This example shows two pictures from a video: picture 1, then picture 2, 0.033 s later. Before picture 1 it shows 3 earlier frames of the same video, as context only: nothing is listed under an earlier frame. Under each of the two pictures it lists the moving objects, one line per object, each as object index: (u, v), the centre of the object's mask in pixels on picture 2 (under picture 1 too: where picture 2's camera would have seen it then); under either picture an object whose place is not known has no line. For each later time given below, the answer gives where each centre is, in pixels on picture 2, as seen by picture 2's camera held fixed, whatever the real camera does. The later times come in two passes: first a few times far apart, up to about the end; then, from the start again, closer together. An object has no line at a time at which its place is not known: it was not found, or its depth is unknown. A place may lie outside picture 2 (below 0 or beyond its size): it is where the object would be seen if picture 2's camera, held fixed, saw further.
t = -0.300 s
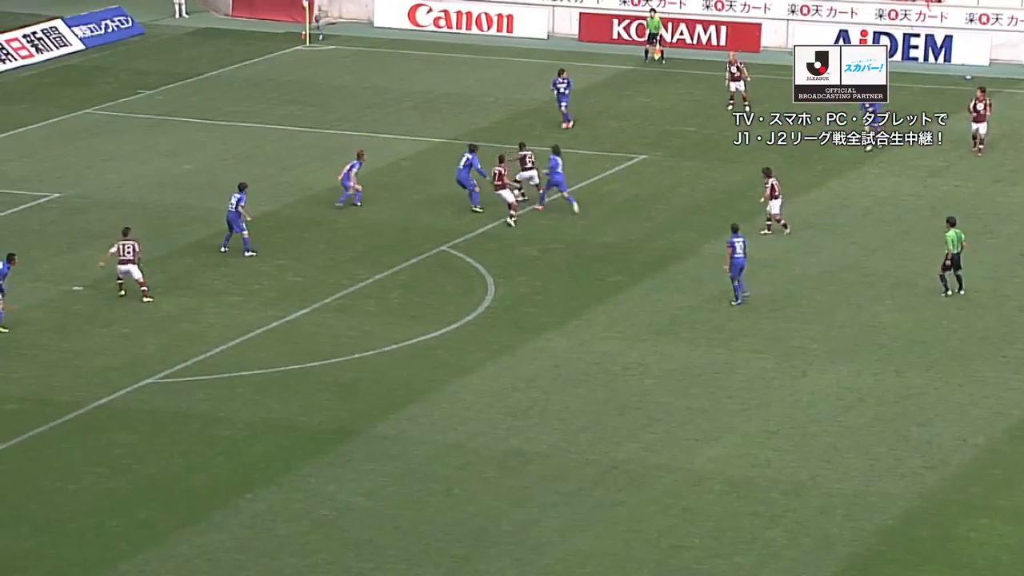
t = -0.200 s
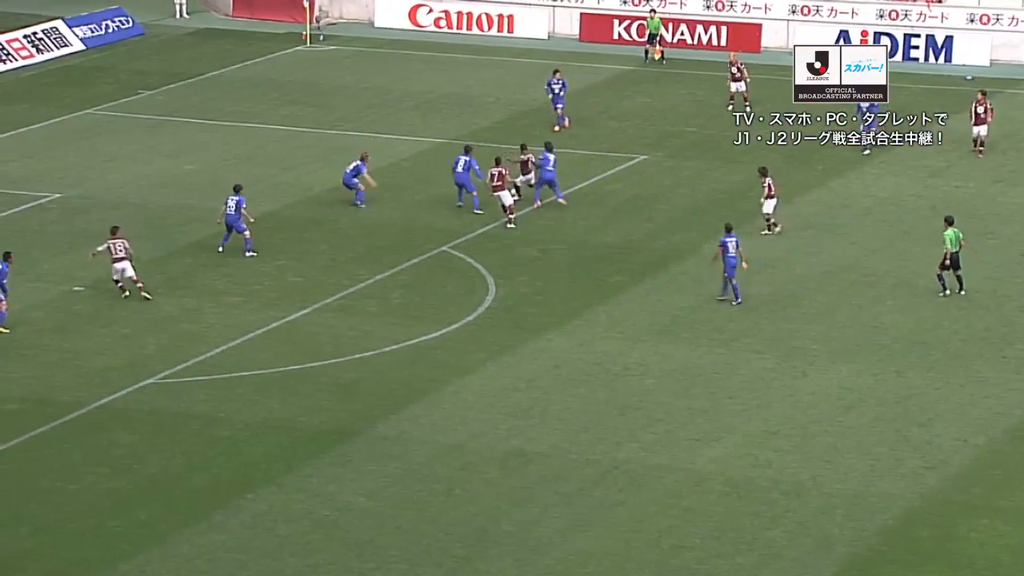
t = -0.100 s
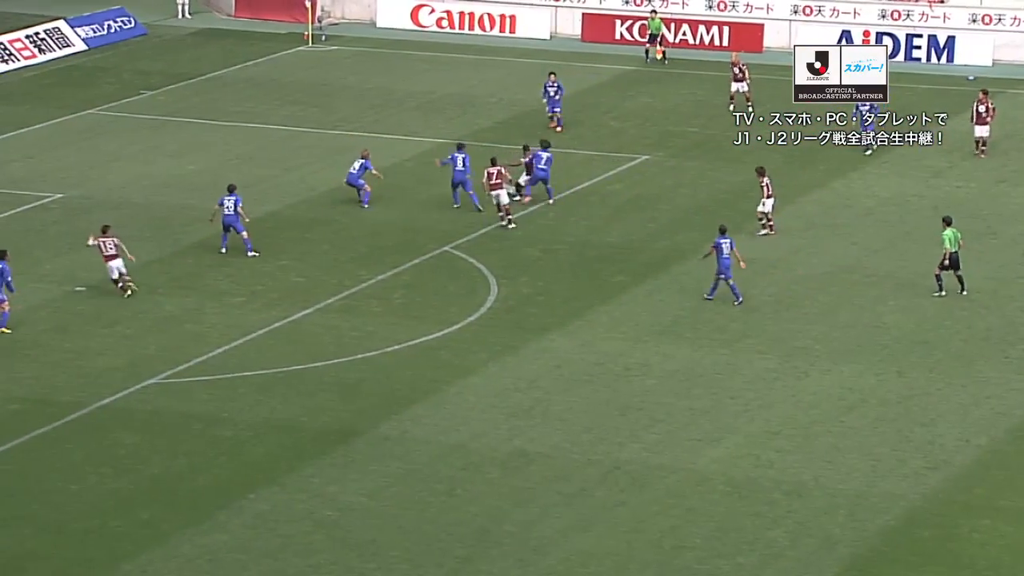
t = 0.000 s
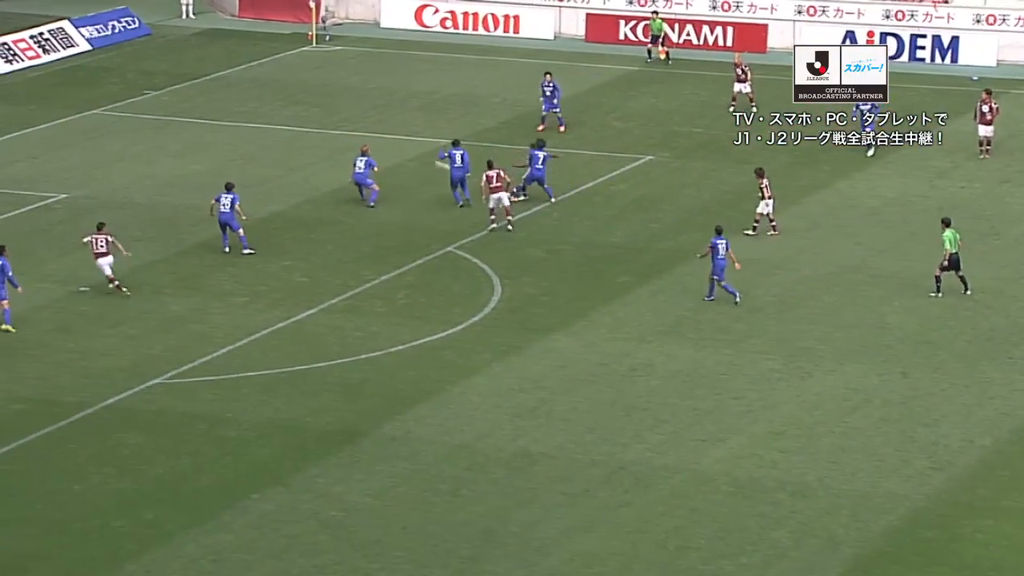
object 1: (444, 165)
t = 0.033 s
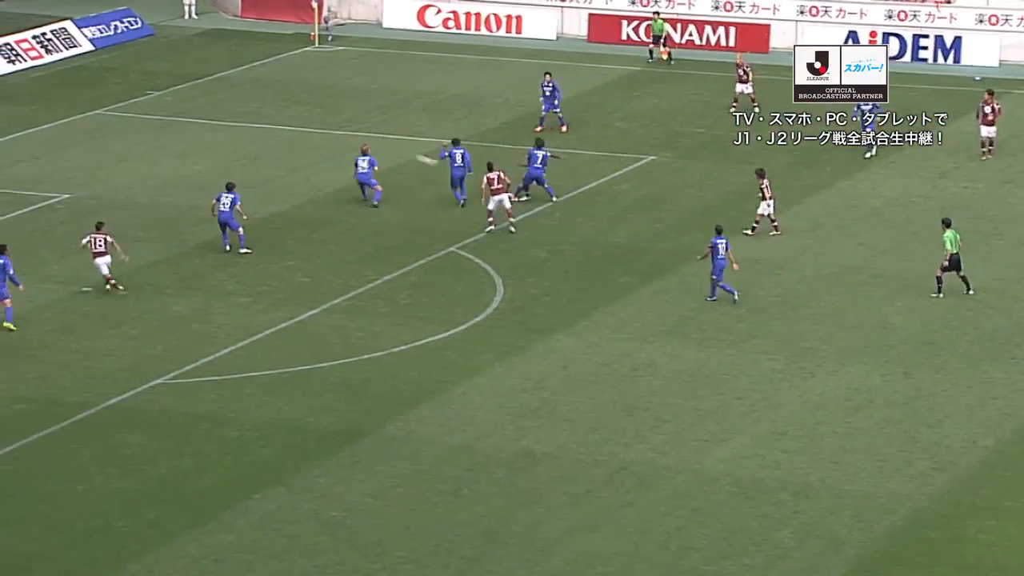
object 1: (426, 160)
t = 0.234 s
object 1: (299, 126)
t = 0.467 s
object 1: (153, 100)
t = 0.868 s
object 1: (-92, 95)
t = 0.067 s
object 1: (405, 154)
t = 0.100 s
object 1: (383, 148)
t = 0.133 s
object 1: (362, 142)
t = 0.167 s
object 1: (340, 136)
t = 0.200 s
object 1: (319, 131)
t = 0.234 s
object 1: (299, 126)
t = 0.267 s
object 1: (279, 122)
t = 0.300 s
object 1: (258, 118)
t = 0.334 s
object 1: (238, 113)
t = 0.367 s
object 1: (217, 109)
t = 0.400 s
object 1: (196, 106)
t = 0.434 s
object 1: (174, 103)
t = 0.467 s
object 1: (153, 100)
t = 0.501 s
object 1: (133, 98)
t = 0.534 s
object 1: (111, 97)
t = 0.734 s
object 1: (-12, 91)
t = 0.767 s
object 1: (-32, 91)
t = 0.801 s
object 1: (-52, 91)
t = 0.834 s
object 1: (-72, 92)
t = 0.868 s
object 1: (-92, 95)
